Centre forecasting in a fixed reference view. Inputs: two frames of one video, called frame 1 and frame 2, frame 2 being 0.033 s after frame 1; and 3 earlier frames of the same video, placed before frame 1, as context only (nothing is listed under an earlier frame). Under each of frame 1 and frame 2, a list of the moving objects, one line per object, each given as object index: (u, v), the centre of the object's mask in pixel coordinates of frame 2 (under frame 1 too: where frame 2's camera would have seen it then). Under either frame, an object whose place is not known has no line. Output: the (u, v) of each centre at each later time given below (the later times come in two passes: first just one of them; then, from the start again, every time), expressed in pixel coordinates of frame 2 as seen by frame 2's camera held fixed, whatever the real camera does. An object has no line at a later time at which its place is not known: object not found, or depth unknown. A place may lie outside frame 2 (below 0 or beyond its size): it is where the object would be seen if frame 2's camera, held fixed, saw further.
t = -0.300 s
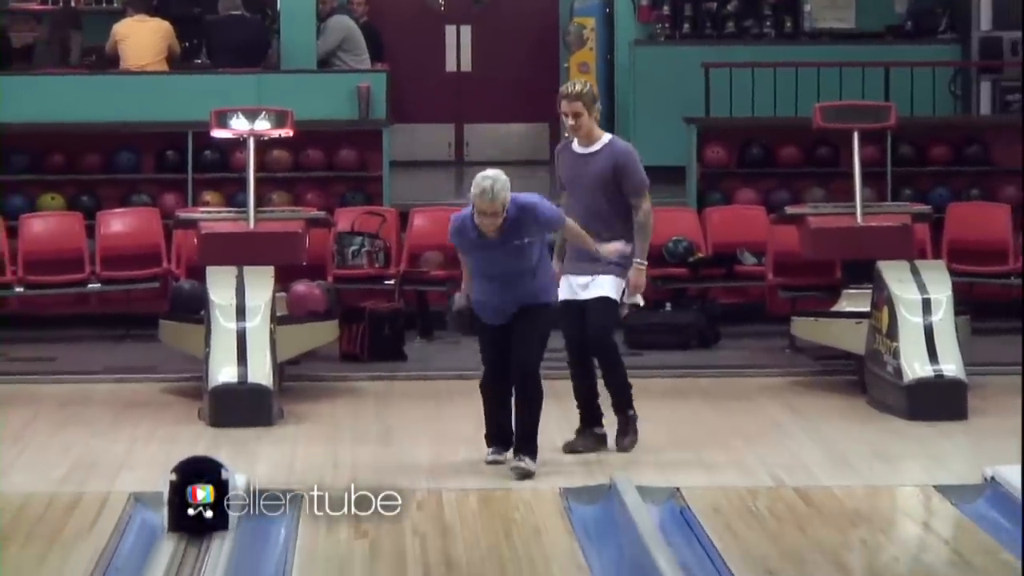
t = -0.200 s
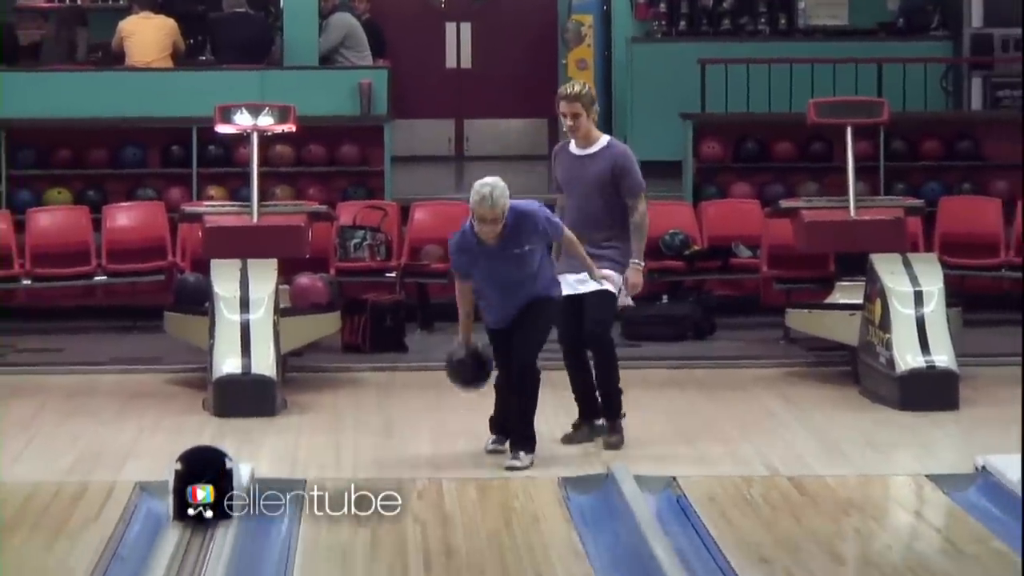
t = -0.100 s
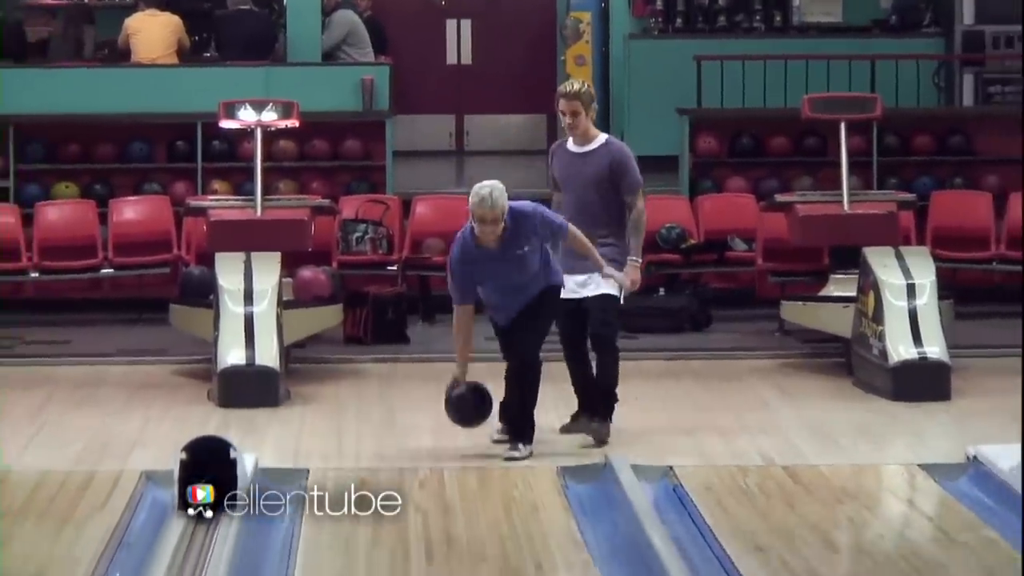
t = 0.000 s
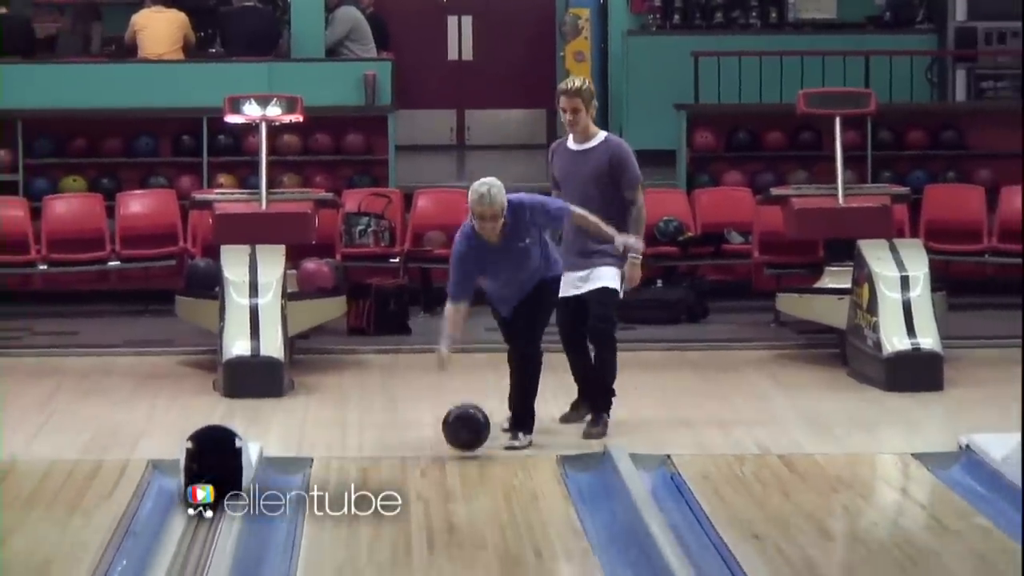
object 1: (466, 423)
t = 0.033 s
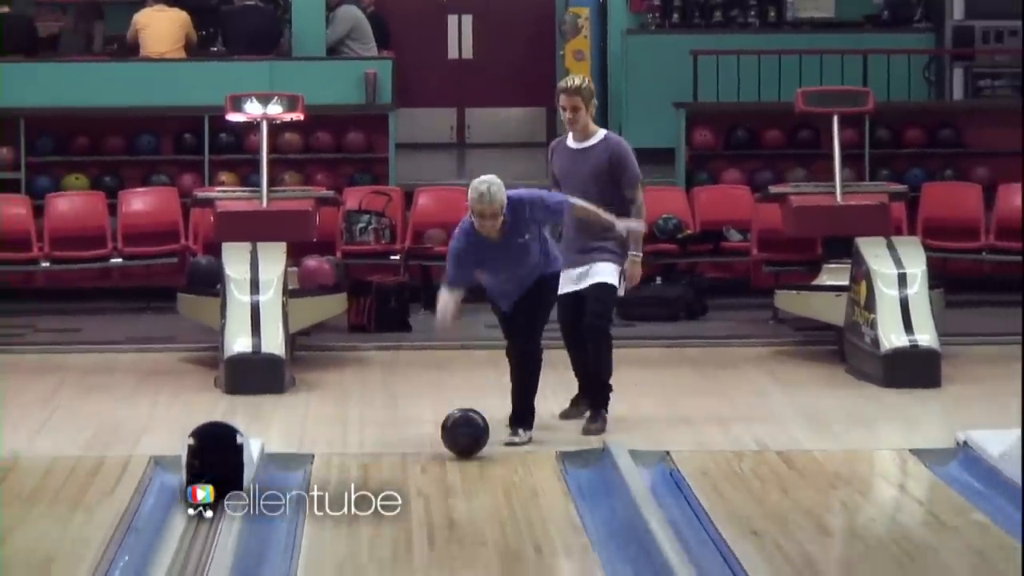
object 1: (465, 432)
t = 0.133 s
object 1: (461, 448)
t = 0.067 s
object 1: (463, 438)
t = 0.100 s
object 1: (463, 443)
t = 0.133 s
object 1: (461, 448)
